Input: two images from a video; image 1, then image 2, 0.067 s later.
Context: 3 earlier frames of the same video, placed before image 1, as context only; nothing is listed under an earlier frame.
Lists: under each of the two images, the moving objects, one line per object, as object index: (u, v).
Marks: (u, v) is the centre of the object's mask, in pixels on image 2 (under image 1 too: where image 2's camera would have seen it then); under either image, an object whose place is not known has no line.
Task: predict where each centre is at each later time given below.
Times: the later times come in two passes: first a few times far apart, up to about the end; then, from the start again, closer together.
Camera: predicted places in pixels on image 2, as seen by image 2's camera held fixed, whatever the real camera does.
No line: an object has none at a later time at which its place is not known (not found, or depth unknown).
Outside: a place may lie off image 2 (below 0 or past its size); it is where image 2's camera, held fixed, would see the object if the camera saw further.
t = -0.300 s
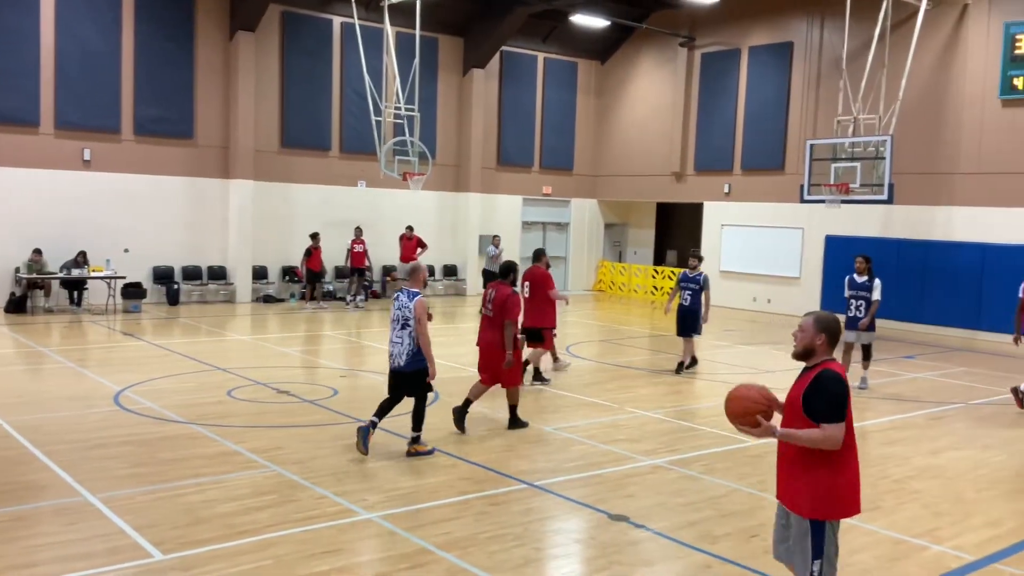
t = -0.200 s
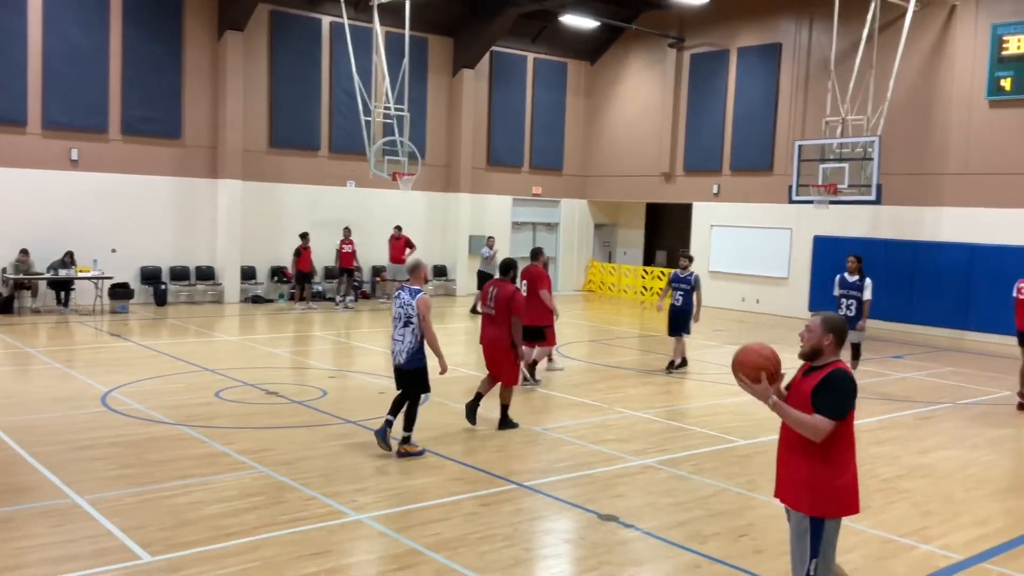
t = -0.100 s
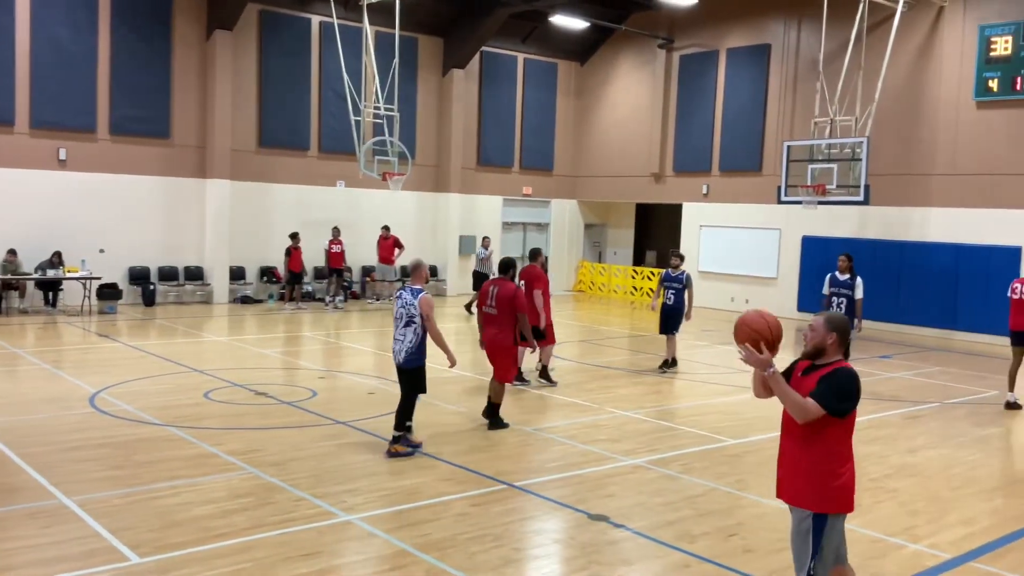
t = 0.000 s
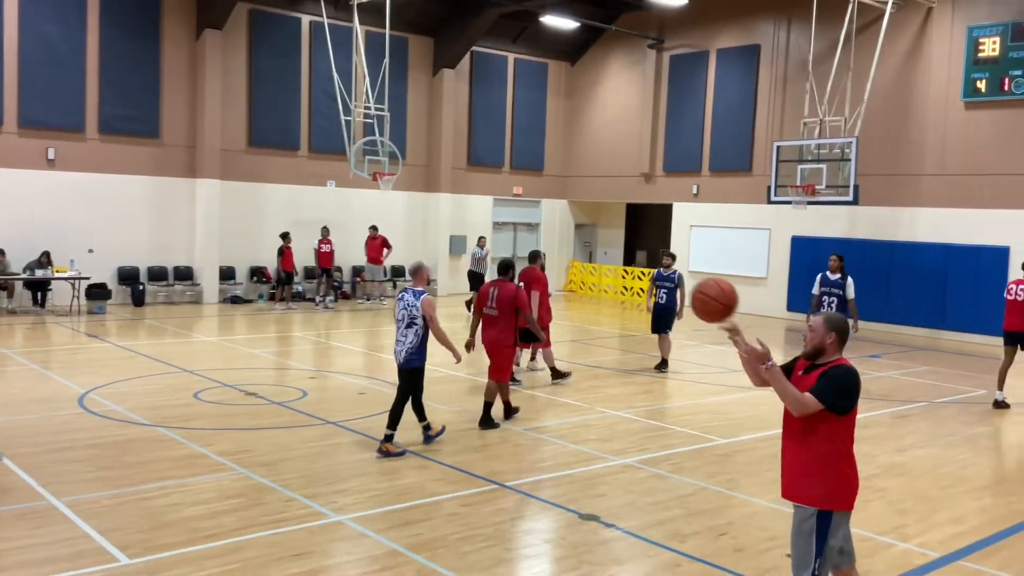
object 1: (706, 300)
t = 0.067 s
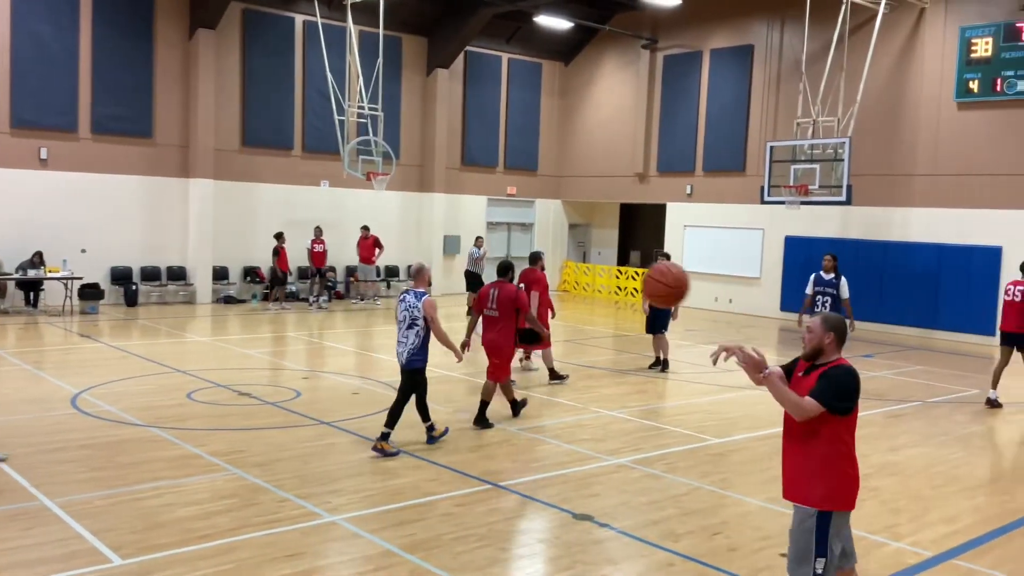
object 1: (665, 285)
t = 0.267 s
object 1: (533, 290)
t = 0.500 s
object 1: (364, 397)
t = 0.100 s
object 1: (645, 280)
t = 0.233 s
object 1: (555, 283)
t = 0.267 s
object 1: (533, 290)
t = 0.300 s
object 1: (511, 298)
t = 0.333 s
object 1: (487, 308)
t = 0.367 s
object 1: (463, 321)
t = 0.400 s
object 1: (438, 337)
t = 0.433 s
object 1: (413, 355)
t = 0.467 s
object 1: (389, 375)
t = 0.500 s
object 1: (364, 397)
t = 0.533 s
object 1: (339, 422)
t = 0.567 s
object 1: (314, 450)
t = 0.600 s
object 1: (288, 480)
